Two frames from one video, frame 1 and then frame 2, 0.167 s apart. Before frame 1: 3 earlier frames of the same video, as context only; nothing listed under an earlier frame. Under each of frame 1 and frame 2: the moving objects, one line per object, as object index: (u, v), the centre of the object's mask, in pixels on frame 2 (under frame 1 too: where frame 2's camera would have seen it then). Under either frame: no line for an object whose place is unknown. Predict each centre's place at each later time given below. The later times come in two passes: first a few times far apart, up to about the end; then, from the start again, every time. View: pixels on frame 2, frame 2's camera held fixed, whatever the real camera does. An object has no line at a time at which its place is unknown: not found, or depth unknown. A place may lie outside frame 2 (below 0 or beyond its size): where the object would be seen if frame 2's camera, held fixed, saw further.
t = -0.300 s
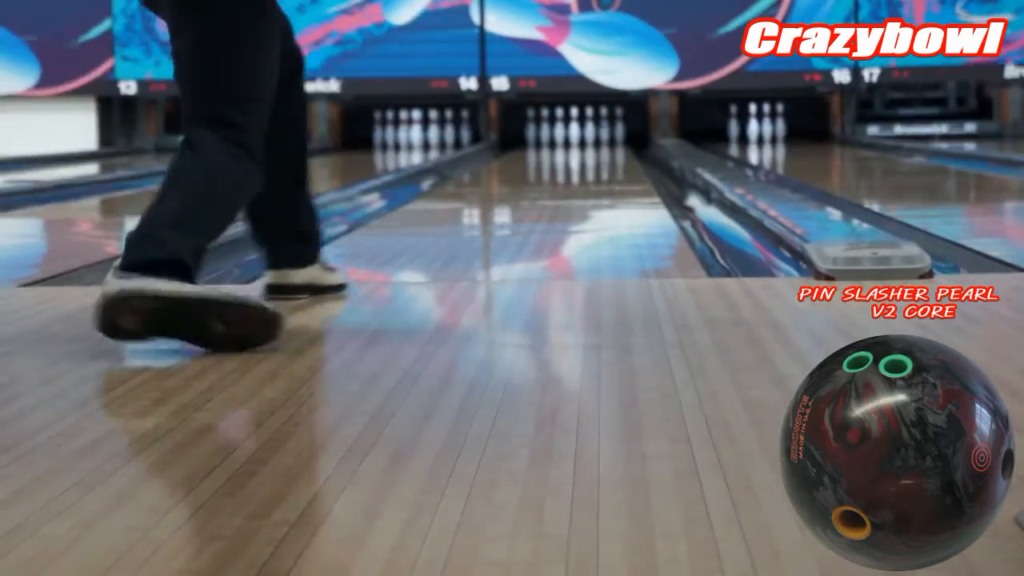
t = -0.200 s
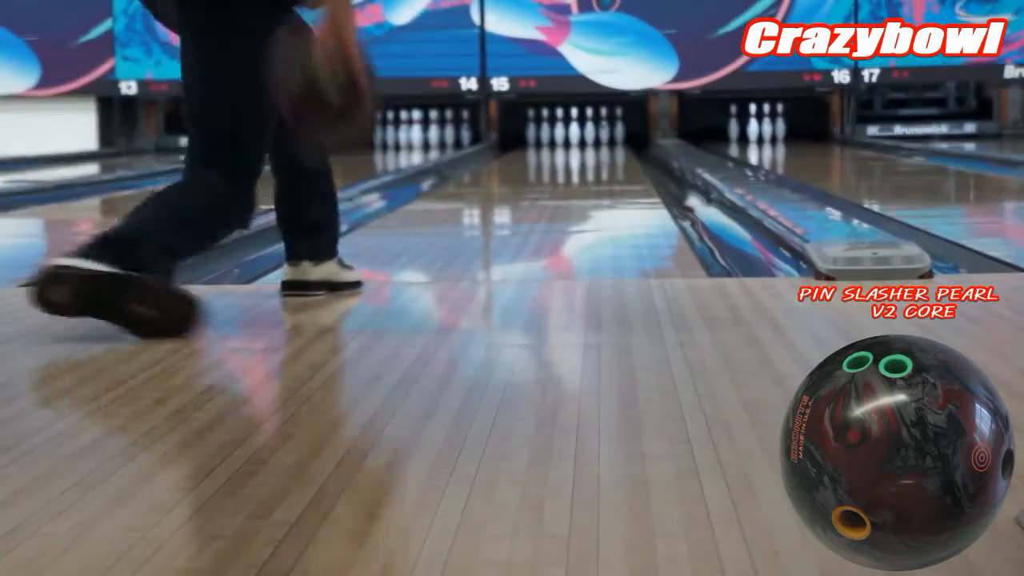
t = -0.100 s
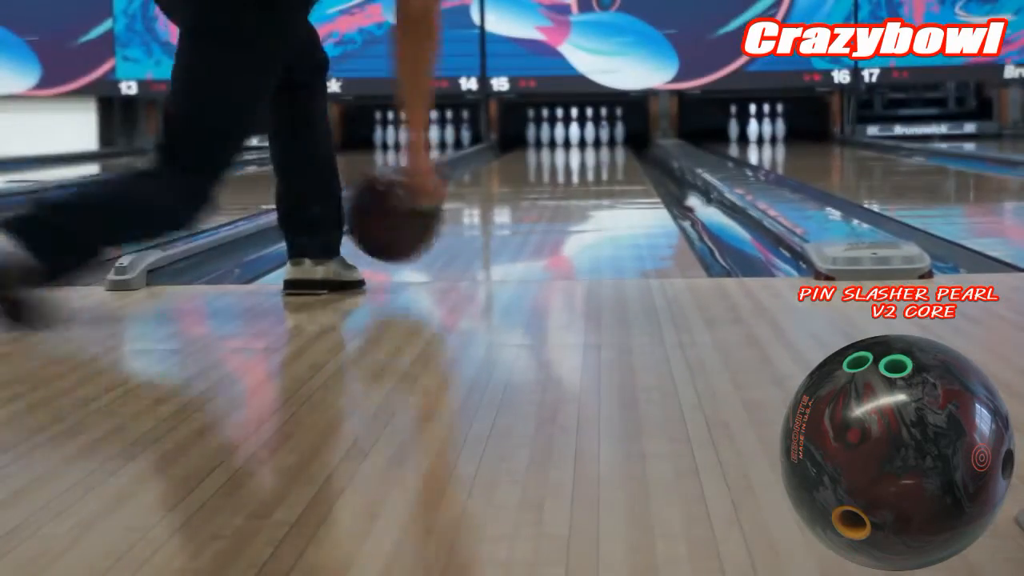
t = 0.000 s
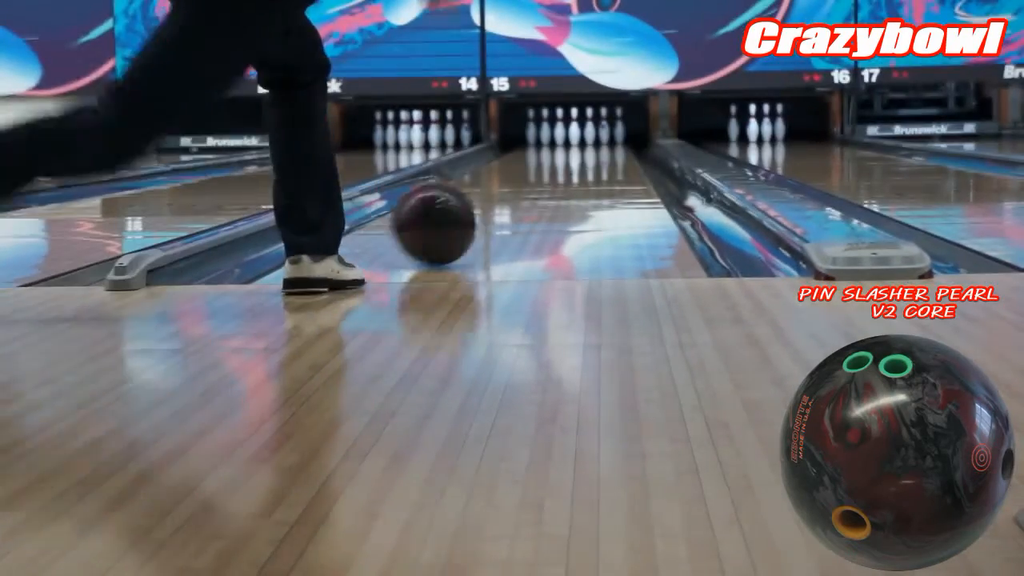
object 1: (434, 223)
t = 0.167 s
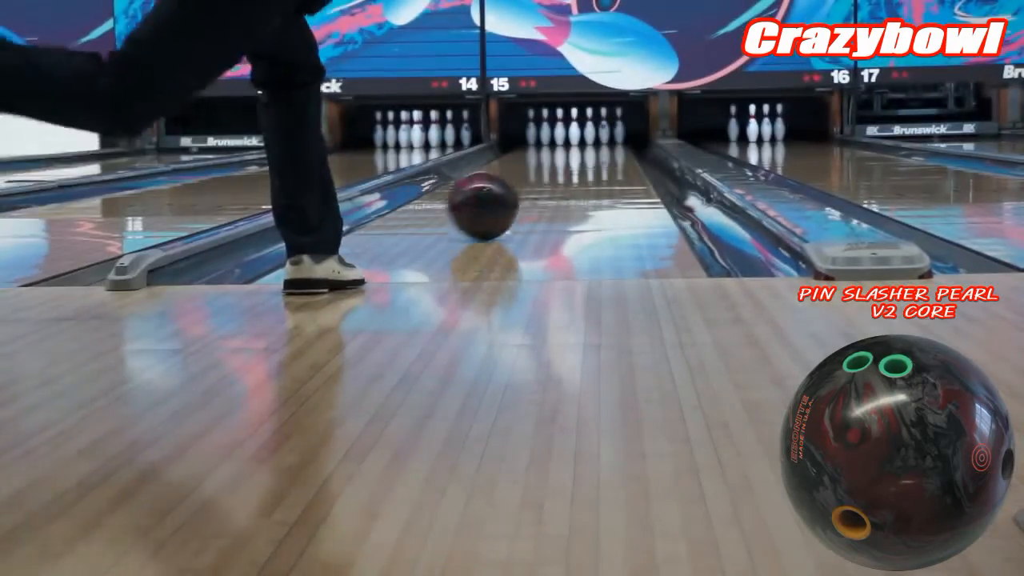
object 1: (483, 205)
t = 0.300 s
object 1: (511, 194)
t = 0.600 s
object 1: (554, 175)
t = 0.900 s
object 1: (580, 162)
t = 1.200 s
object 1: (596, 153)
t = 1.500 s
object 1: (607, 147)
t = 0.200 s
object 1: (490, 202)
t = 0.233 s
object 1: (497, 200)
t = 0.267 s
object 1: (504, 197)
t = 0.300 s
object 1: (511, 194)
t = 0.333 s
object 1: (517, 191)
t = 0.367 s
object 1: (523, 189)
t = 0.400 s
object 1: (528, 186)
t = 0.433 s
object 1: (533, 184)
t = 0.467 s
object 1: (537, 182)
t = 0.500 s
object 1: (542, 180)
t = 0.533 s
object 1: (546, 178)
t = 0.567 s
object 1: (550, 176)
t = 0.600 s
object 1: (554, 175)
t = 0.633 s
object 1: (557, 173)
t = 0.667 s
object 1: (560, 171)
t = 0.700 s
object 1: (564, 170)
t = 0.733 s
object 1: (567, 168)
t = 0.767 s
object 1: (570, 166)
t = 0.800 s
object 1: (572, 165)
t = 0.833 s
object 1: (575, 164)
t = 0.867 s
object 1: (577, 163)
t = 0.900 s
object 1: (580, 162)
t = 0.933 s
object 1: (582, 161)
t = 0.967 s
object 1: (585, 160)
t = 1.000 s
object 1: (586, 159)
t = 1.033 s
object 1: (588, 158)
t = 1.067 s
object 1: (590, 157)
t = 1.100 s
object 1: (592, 156)
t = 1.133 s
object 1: (594, 155)
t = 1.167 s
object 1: (595, 154)
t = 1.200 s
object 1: (596, 153)
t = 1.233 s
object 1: (598, 152)
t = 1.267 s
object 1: (599, 151)
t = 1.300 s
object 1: (600, 151)
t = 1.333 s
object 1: (601, 151)
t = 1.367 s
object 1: (603, 150)
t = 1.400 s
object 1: (604, 150)
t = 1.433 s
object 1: (604, 149)
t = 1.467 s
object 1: (605, 148)
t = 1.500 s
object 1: (607, 147)
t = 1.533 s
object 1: (607, 147)
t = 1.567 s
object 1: (608, 147)
